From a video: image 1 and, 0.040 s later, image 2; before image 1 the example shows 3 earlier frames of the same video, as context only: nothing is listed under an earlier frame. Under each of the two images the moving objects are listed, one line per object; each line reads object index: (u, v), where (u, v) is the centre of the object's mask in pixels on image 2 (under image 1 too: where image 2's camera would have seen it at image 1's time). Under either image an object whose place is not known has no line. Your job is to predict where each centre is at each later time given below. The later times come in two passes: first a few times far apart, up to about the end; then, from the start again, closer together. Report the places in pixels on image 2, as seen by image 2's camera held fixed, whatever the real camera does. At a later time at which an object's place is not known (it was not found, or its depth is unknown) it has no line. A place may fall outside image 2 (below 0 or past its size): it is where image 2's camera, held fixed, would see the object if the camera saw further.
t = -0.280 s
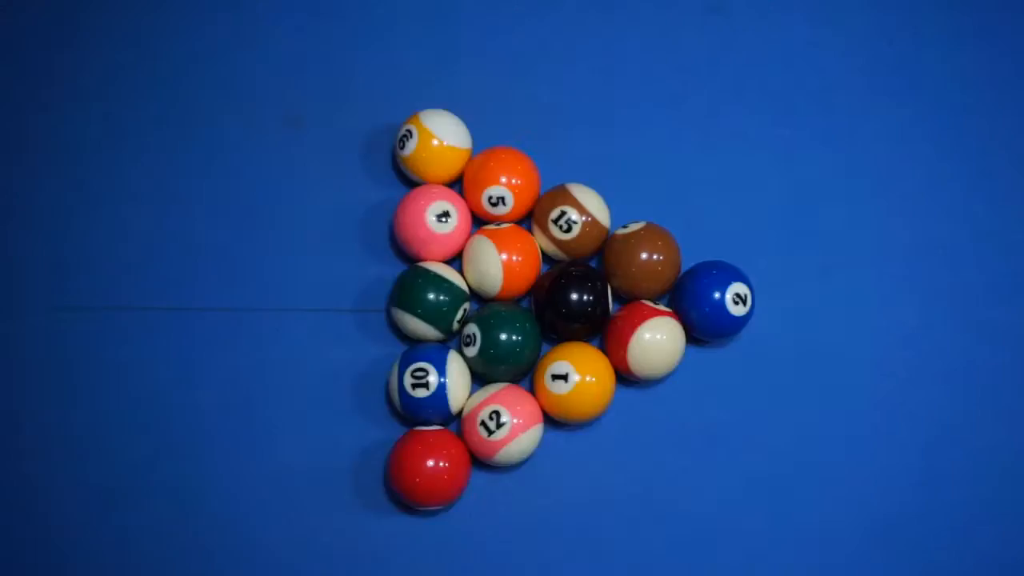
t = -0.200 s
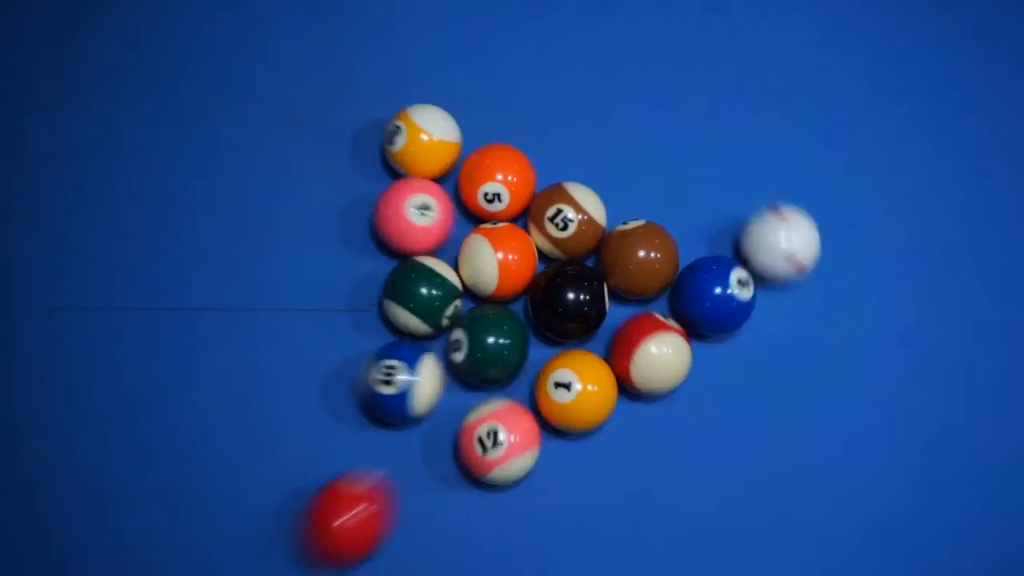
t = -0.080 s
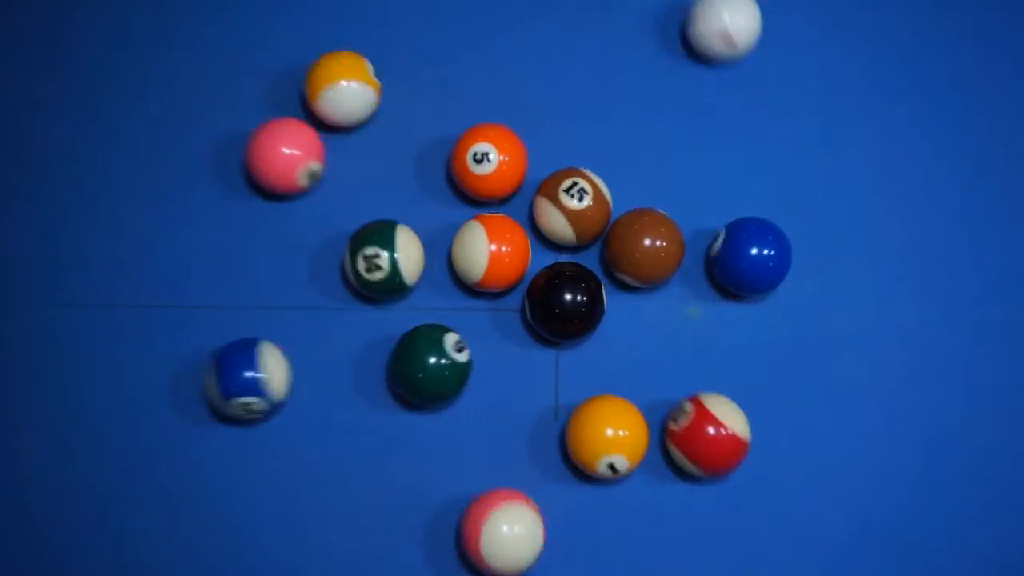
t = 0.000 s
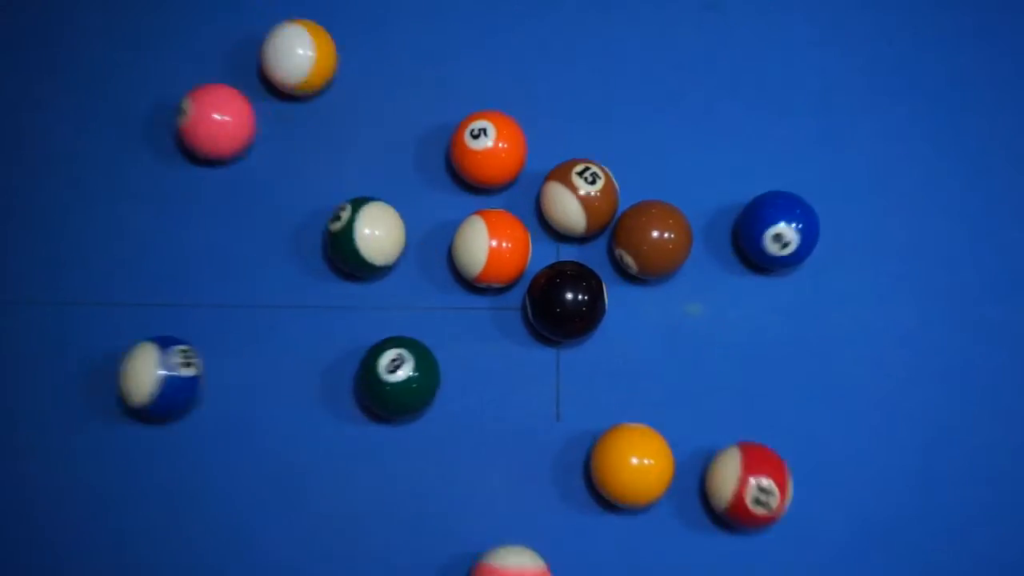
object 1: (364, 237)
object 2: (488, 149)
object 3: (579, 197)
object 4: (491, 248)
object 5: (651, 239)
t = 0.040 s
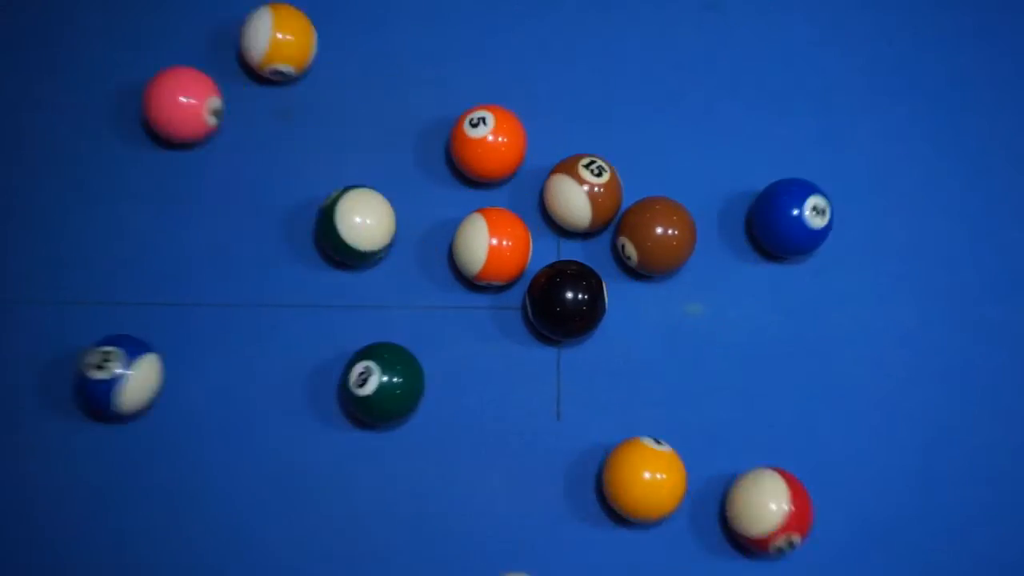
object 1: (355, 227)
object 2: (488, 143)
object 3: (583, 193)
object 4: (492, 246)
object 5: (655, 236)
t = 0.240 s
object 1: (309, 174)
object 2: (482, 118)
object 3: (595, 175)
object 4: (491, 243)
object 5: (669, 221)
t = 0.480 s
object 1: (260, 117)
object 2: (478, 93)
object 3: (605, 158)
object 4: (490, 242)
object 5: (679, 206)
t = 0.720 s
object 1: (215, 68)
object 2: (477, 75)
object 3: (613, 148)
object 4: (490, 241)
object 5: (684, 199)
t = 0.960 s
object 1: (196, 103)
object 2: (477, 65)
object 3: (616, 144)
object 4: (490, 242)
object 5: (683, 196)
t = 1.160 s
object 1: (185, 160)
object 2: (476, 59)
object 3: (615, 144)
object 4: (488, 242)
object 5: (682, 196)
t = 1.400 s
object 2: (476, 56)
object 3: (613, 144)
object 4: (487, 242)
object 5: (681, 196)
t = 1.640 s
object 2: (475, 56)
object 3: (613, 144)
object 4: (486, 242)
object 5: (681, 196)
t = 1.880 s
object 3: (611, 144)
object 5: (679, 196)
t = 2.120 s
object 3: (612, 143)
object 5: (680, 195)
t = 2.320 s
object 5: (679, 195)
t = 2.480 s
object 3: (612, 143)
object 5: (680, 195)
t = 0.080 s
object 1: (346, 217)
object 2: (488, 138)
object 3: (586, 189)
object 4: (493, 245)
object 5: (659, 232)
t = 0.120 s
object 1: (337, 205)
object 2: (486, 132)
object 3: (588, 186)
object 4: (492, 245)
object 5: (662, 229)
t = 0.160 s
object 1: (327, 195)
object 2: (485, 127)
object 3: (590, 182)
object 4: (491, 244)
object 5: (664, 227)
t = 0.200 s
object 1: (318, 185)
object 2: (484, 123)
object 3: (592, 179)
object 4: (491, 243)
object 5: (666, 224)
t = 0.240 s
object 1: (309, 174)
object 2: (482, 118)
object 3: (595, 175)
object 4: (491, 243)
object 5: (669, 221)
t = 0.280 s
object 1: (301, 164)
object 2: (482, 113)
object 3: (597, 171)
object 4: (491, 242)
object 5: (671, 218)
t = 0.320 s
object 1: (293, 154)
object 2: (481, 109)
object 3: (599, 168)
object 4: (491, 242)
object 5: (673, 215)
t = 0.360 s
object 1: (284, 145)
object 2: (480, 104)
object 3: (600, 166)
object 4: (490, 242)
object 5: (675, 212)
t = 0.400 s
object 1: (276, 135)
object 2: (479, 100)
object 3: (602, 163)
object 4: (490, 242)
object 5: (677, 210)
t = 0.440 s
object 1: (268, 126)
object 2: (478, 96)
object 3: (603, 160)
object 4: (490, 242)
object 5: (678, 208)
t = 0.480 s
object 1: (260, 117)
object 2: (478, 93)
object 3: (605, 158)
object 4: (490, 242)
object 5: (679, 206)
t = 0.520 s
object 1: (252, 109)
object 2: (478, 90)
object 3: (606, 157)
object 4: (490, 242)
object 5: (680, 205)
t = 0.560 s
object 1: (245, 100)
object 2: (477, 86)
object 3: (608, 154)
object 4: (490, 242)
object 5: (681, 203)
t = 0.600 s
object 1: (237, 93)
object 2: (477, 84)
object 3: (609, 152)
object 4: (490, 242)
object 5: (682, 202)
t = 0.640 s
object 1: (230, 85)
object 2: (477, 81)
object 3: (611, 151)
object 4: (490, 242)
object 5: (682, 201)
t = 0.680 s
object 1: (223, 77)
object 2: (477, 79)
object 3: (612, 149)
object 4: (490, 242)
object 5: (683, 200)
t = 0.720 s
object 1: (215, 68)
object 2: (477, 75)
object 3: (613, 148)
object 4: (490, 241)
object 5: (684, 199)
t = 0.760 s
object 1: (209, 60)
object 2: (477, 73)
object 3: (614, 146)
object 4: (490, 241)
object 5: (684, 198)
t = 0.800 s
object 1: (202, 53)
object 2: (477, 71)
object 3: (615, 145)
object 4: (490, 241)
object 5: (685, 197)
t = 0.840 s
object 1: (200, 65)
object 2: (476, 70)
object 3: (615, 146)
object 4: (490, 242)
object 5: (683, 198)
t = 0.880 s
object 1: (199, 78)
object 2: (477, 68)
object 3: (616, 145)
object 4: (490, 242)
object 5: (684, 197)
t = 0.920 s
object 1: (197, 91)
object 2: (477, 66)
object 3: (616, 144)
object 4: (490, 242)
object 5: (683, 197)
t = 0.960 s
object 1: (196, 103)
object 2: (477, 65)
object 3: (616, 144)
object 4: (490, 242)
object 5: (683, 196)
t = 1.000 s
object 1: (194, 115)
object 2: (477, 63)
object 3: (616, 144)
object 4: (490, 242)
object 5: (683, 196)
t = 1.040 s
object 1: (192, 127)
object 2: (476, 62)
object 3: (616, 143)
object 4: (490, 242)
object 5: (683, 196)
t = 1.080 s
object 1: (190, 138)
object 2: (476, 61)
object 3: (616, 144)
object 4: (489, 243)
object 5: (683, 196)
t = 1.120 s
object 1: (188, 150)
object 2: (476, 60)
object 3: (615, 144)
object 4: (489, 243)
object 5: (682, 196)
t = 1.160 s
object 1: (185, 160)
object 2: (476, 59)
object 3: (615, 144)
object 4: (488, 242)
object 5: (682, 196)
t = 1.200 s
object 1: (182, 171)
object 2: (475, 59)
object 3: (614, 144)
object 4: (488, 242)
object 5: (682, 196)
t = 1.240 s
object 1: (181, 180)
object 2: (476, 57)
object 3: (614, 144)
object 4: (488, 242)
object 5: (681, 196)
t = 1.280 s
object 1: (179, 192)
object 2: (476, 56)
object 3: (614, 144)
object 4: (487, 242)
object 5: (681, 196)
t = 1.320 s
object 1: (177, 204)
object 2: (476, 57)
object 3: (614, 144)
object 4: (487, 243)
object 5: (681, 196)
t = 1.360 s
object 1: (176, 213)
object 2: (476, 56)
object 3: (614, 144)
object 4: (487, 242)
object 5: (681, 196)
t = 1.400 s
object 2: (476, 56)
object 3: (613, 144)
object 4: (487, 242)
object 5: (681, 196)
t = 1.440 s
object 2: (476, 56)
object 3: (613, 144)
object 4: (487, 242)
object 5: (681, 196)
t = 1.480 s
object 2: (476, 56)
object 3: (613, 144)
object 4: (487, 242)
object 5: (681, 196)
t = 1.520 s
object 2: (476, 56)
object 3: (613, 144)
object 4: (486, 242)
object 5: (681, 195)
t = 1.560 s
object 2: (476, 56)
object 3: (614, 143)
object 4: (486, 242)
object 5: (681, 195)
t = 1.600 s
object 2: (476, 56)
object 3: (614, 143)
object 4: (487, 242)
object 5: (681, 195)
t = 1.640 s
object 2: (475, 56)
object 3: (613, 144)
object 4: (486, 242)
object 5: (681, 196)
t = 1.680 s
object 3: (613, 144)
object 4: (485, 242)
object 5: (680, 196)
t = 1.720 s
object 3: (612, 143)
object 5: (680, 196)
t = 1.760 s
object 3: (612, 144)
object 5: (680, 196)
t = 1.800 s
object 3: (612, 144)
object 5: (680, 196)
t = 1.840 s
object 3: (612, 144)
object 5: (679, 196)
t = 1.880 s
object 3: (611, 144)
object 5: (679, 196)
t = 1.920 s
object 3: (611, 143)
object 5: (679, 196)
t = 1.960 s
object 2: (474, 55)
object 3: (613, 143)
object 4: (486, 243)
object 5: (681, 196)
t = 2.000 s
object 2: (475, 56)
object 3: (614, 144)
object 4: (487, 243)
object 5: (682, 196)
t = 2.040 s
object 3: (613, 143)
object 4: (486, 243)
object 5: (681, 196)
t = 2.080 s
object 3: (613, 144)
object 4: (485, 242)
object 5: (681, 196)
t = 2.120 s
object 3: (612, 143)
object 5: (680, 195)
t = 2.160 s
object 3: (612, 143)
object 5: (680, 195)
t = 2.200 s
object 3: (611, 143)
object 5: (679, 195)
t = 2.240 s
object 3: (612, 143)
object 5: (680, 195)
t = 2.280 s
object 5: (679, 195)
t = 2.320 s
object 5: (679, 195)
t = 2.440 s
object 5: (679, 195)
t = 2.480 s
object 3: (612, 143)
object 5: (680, 195)
